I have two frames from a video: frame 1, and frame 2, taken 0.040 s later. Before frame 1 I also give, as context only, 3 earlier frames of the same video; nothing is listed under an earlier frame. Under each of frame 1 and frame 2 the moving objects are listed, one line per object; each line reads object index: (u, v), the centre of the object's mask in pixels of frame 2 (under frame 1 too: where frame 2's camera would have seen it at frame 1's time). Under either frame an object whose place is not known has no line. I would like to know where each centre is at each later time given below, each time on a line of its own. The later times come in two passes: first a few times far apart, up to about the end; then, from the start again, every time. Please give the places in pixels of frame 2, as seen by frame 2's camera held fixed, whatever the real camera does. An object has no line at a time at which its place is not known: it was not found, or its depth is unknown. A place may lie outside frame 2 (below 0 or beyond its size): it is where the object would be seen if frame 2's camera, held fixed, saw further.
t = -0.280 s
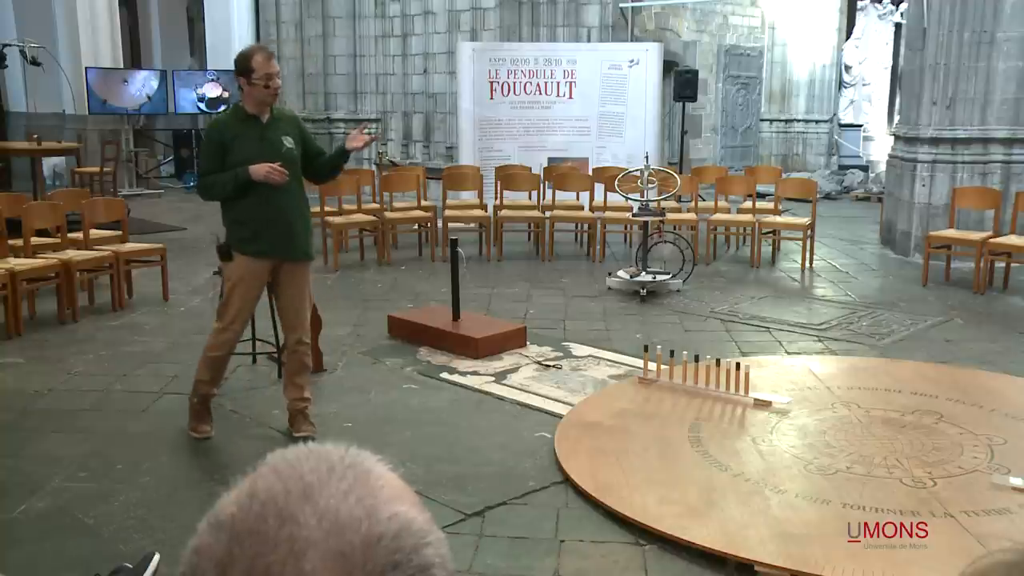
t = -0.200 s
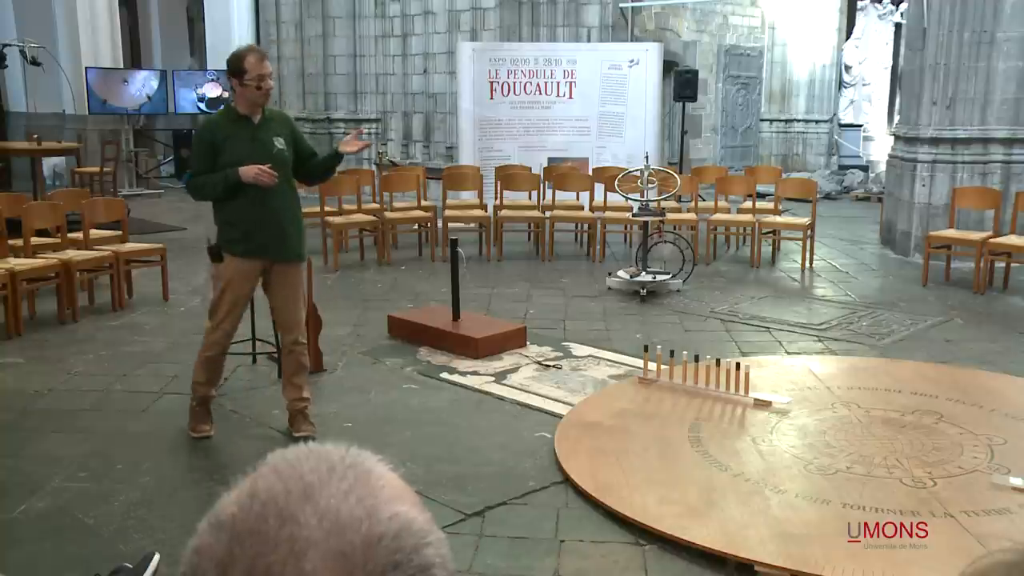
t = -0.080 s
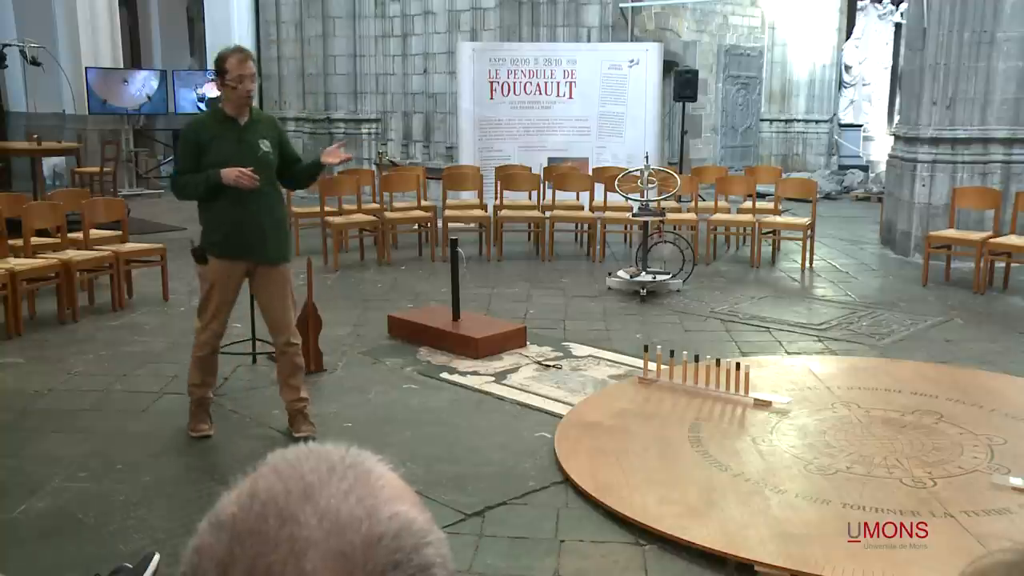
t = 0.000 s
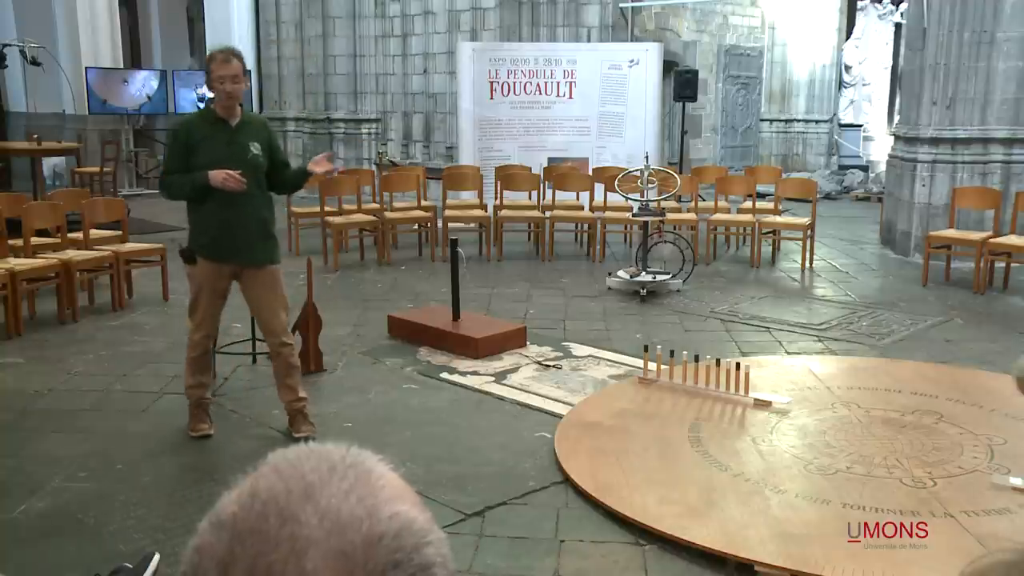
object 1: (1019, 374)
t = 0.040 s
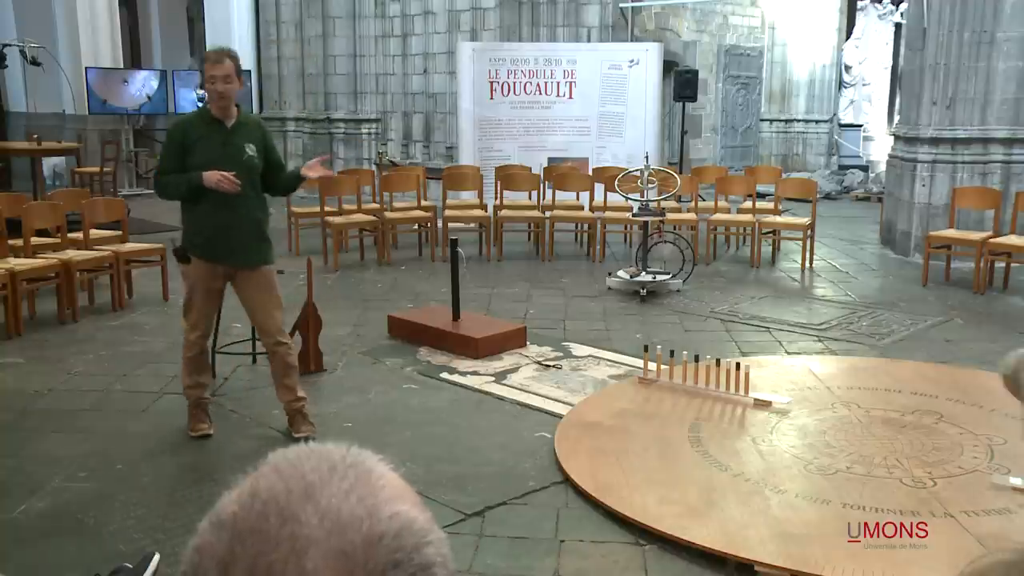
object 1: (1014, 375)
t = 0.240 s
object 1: (962, 367)
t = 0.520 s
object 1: (877, 350)
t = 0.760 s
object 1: (812, 337)
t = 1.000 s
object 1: (754, 325)
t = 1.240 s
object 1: (703, 312)
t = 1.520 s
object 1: (652, 302)
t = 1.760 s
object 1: (616, 291)
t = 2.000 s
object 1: (587, 284)
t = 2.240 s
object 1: (565, 278)
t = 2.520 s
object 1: (547, 273)
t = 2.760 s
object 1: (538, 270)
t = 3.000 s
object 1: (536, 270)
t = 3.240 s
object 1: (539, 270)
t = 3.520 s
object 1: (551, 273)
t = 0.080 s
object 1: (1008, 378)
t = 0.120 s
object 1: (1000, 375)
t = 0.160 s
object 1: (989, 370)
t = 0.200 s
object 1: (975, 368)
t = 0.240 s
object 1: (962, 367)
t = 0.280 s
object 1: (950, 363)
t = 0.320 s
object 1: (937, 361)
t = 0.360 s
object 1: (925, 359)
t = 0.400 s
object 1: (912, 357)
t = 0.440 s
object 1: (900, 354)
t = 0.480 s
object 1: (889, 353)
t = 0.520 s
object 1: (877, 350)
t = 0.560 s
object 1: (866, 348)
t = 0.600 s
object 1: (855, 346)
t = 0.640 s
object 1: (845, 344)
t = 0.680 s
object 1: (833, 342)
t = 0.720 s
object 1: (823, 340)
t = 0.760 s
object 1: (812, 337)
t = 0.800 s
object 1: (802, 335)
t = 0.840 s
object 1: (791, 332)
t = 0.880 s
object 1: (782, 330)
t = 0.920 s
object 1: (772, 329)
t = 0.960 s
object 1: (763, 327)
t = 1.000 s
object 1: (754, 325)
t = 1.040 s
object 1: (745, 323)
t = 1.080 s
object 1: (736, 320)
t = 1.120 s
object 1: (727, 318)
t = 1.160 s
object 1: (719, 317)
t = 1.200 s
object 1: (711, 315)
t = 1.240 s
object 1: (703, 312)
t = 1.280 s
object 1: (695, 311)
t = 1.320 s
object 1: (687, 309)
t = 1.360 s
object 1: (680, 307)
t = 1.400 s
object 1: (672, 306)
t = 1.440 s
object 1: (665, 304)
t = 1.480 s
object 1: (658, 303)
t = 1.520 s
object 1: (652, 302)
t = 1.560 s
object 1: (646, 300)
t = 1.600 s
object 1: (640, 299)
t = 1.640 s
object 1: (634, 298)
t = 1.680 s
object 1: (628, 295)
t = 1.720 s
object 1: (622, 293)
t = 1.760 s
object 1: (616, 291)
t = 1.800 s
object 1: (611, 290)
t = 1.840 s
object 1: (606, 289)
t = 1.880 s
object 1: (601, 287)
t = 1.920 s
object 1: (596, 286)
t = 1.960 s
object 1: (591, 285)
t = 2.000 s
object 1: (587, 284)
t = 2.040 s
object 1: (583, 283)
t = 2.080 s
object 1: (579, 282)
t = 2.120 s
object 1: (575, 280)
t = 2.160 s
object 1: (572, 279)
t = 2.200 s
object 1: (568, 278)
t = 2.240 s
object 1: (565, 278)
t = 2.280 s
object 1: (562, 276)
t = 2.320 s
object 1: (559, 276)
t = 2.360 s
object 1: (556, 275)
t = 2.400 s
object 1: (554, 275)
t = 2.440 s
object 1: (551, 274)
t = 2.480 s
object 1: (549, 273)
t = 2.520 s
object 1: (547, 273)
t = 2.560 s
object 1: (545, 272)
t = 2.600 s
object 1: (543, 272)
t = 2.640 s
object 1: (542, 271)
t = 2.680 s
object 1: (541, 271)
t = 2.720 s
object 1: (539, 271)
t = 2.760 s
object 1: (538, 270)
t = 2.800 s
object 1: (537, 270)
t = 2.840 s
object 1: (537, 270)
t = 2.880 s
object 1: (536, 270)
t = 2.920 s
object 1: (536, 270)
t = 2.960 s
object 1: (536, 270)
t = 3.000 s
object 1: (536, 270)
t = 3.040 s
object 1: (536, 270)
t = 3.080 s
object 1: (536, 270)
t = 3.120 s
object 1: (537, 270)
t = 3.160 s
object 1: (537, 270)
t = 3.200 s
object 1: (538, 270)
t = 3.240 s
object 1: (539, 270)
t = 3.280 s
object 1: (540, 270)
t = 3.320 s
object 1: (542, 271)
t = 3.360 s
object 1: (543, 272)
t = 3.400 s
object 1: (545, 272)
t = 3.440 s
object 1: (547, 273)
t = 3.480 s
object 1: (549, 273)
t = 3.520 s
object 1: (551, 273)
